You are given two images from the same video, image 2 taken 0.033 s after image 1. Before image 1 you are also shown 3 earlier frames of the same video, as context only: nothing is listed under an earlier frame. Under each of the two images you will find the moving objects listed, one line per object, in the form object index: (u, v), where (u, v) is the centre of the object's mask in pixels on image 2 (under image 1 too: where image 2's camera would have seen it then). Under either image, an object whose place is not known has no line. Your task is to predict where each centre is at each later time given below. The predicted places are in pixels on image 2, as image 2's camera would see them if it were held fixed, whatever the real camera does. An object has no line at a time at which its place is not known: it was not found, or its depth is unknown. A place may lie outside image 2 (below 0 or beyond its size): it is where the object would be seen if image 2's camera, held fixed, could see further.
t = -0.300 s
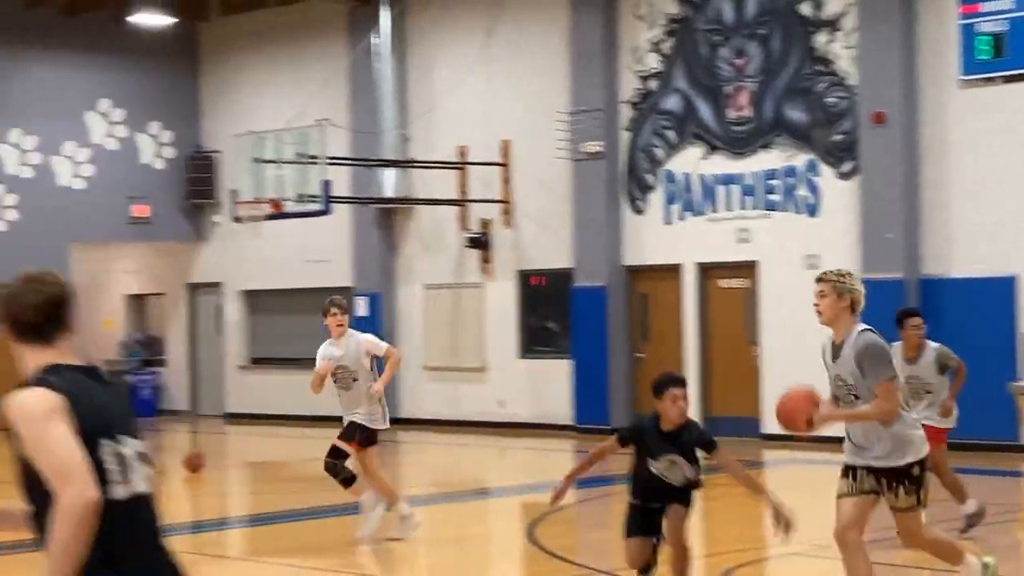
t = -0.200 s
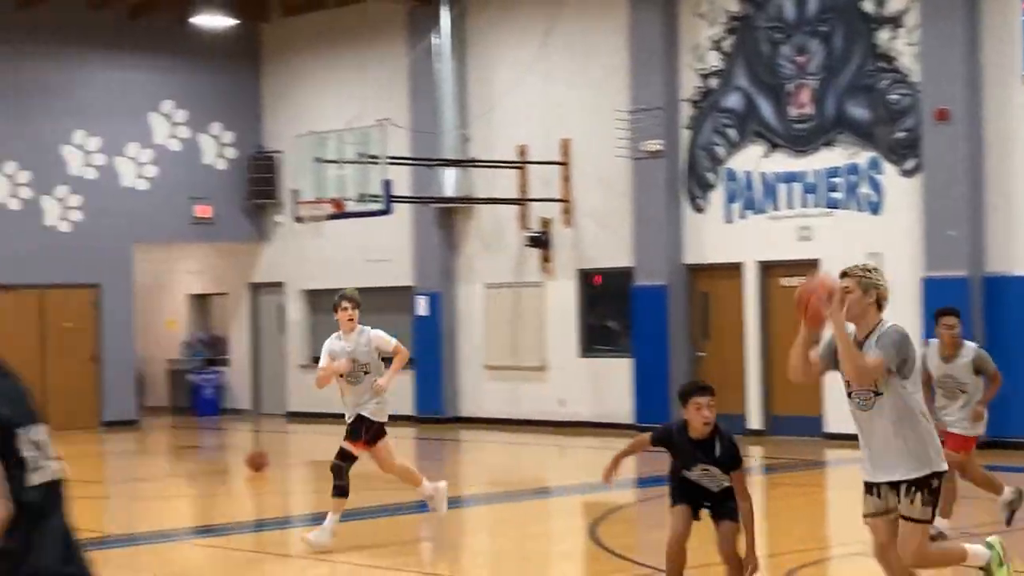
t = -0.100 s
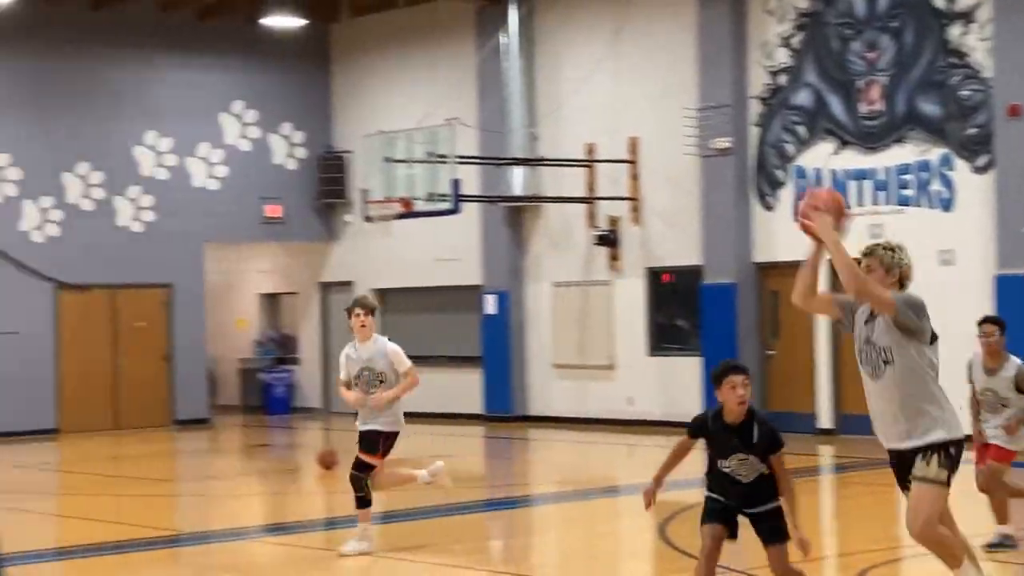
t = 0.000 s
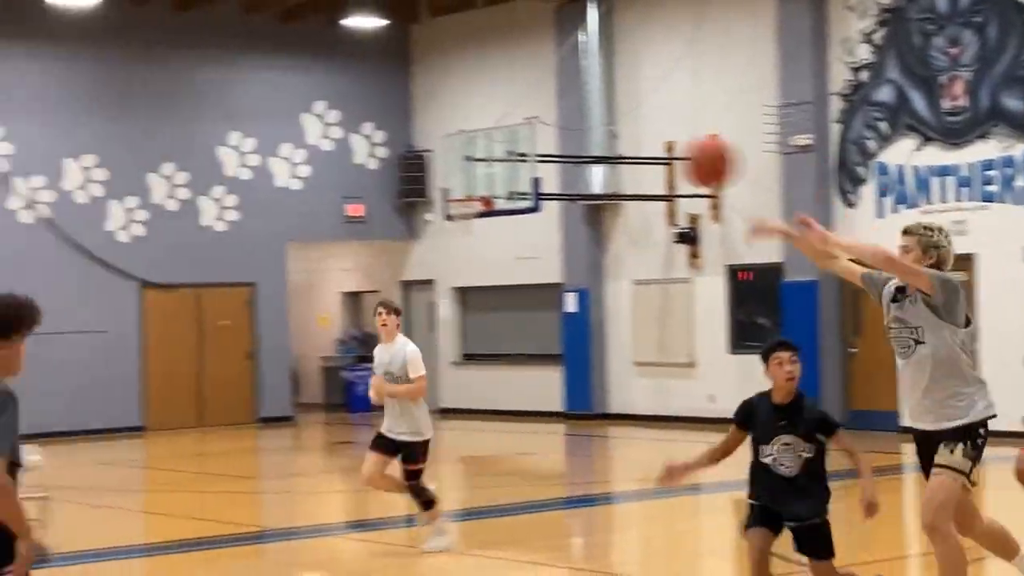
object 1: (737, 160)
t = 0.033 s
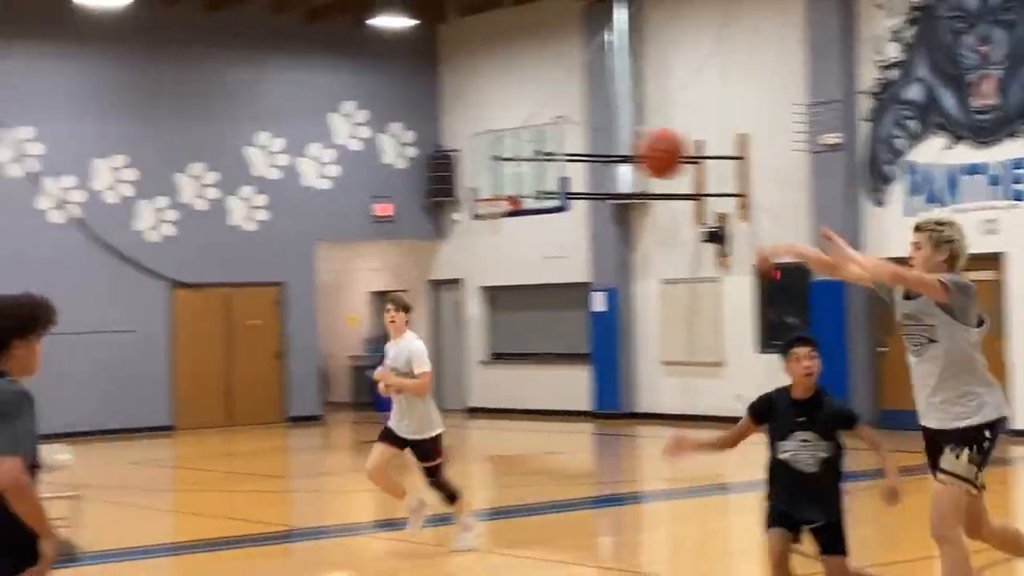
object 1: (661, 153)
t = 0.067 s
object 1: (589, 147)
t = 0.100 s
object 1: (515, 144)
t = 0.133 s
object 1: (441, 143)
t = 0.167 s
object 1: (369, 143)
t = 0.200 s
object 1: (296, 146)
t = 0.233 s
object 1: (223, 150)
